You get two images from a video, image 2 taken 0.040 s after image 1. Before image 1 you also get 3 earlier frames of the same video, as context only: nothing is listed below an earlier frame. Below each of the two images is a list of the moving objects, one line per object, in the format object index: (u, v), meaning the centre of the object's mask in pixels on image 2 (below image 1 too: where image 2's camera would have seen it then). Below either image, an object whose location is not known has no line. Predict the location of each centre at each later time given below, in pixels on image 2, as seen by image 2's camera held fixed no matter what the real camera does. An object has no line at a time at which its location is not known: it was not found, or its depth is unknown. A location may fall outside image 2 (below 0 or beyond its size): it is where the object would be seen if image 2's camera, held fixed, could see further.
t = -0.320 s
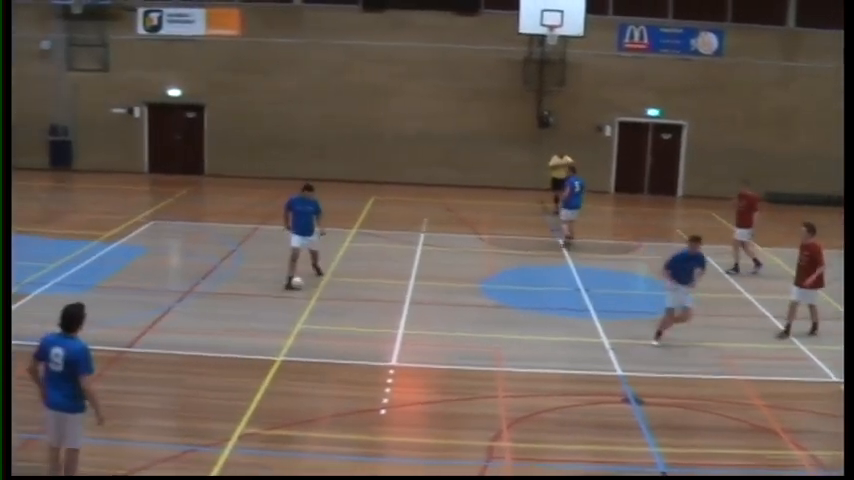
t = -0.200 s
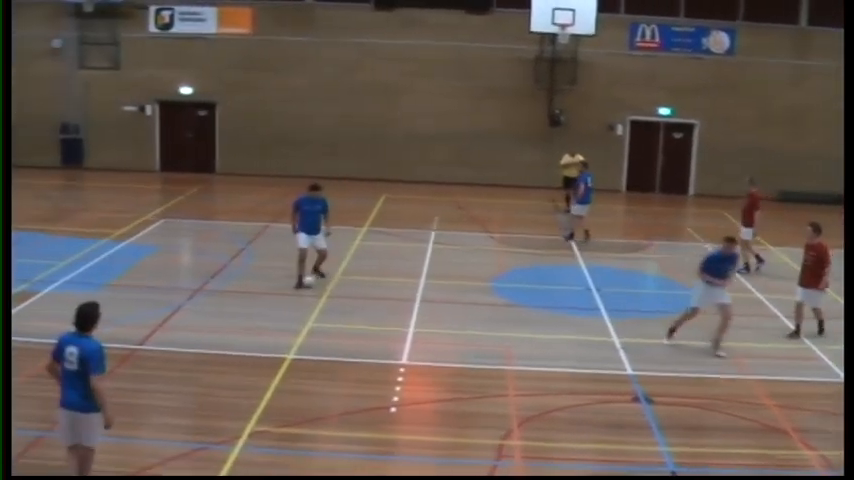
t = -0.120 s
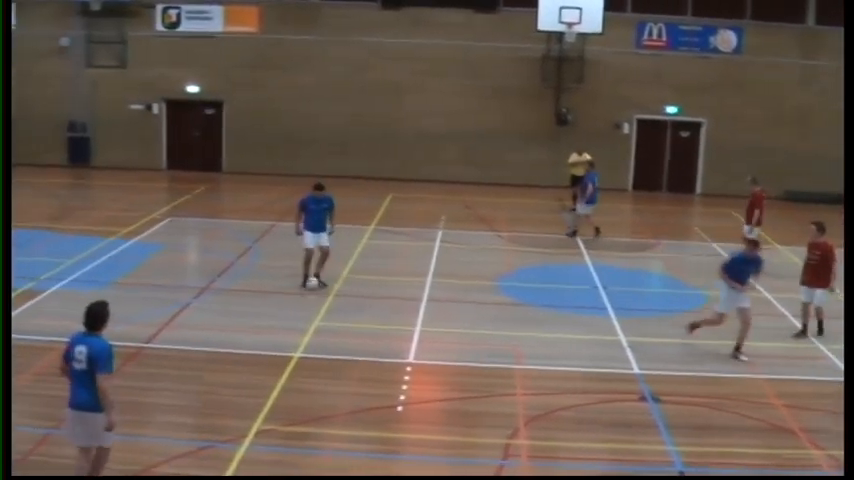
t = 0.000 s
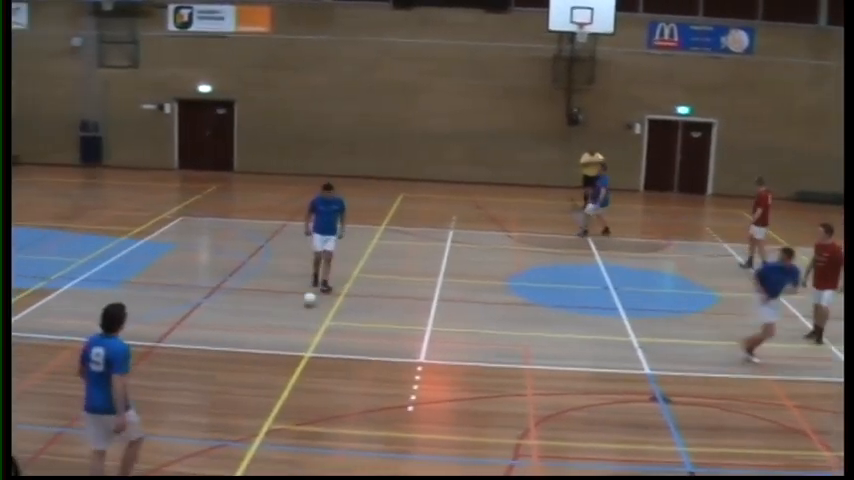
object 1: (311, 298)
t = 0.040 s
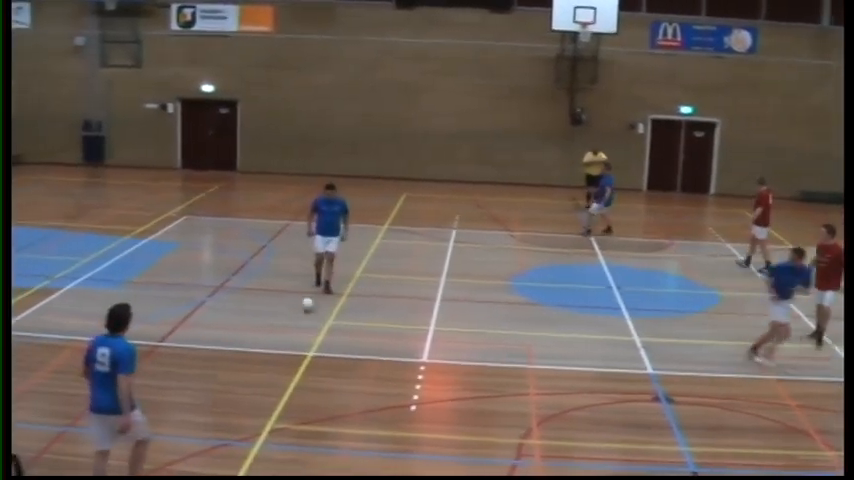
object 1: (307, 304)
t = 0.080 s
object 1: (303, 310)
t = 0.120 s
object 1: (298, 315)
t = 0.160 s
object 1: (293, 321)
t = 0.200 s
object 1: (288, 326)
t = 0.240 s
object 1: (281, 332)
